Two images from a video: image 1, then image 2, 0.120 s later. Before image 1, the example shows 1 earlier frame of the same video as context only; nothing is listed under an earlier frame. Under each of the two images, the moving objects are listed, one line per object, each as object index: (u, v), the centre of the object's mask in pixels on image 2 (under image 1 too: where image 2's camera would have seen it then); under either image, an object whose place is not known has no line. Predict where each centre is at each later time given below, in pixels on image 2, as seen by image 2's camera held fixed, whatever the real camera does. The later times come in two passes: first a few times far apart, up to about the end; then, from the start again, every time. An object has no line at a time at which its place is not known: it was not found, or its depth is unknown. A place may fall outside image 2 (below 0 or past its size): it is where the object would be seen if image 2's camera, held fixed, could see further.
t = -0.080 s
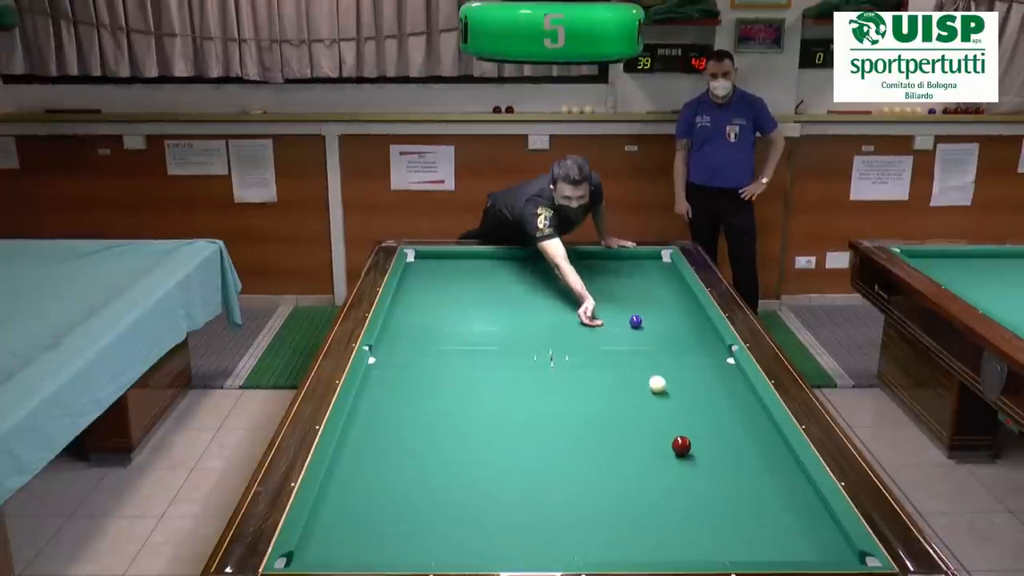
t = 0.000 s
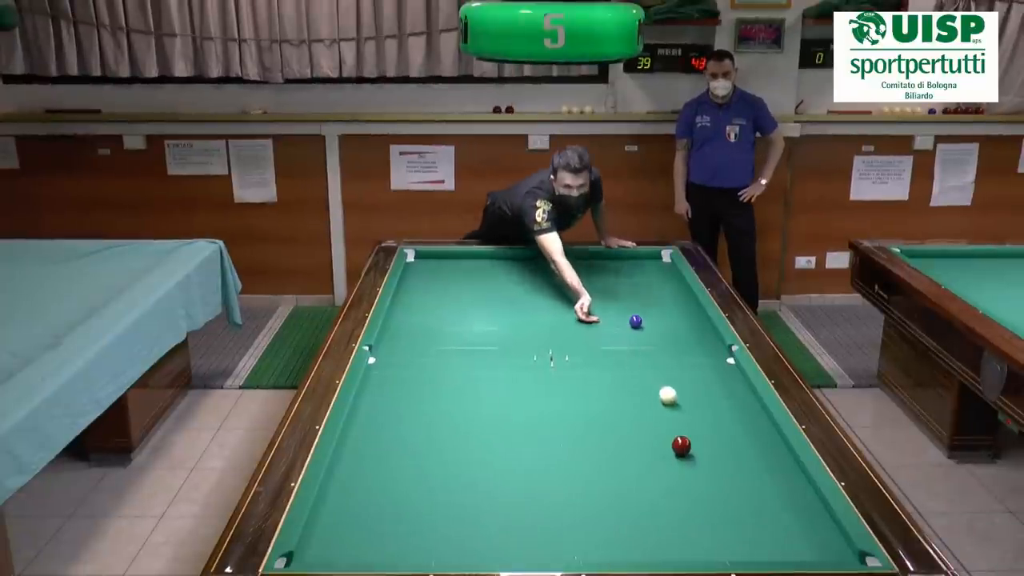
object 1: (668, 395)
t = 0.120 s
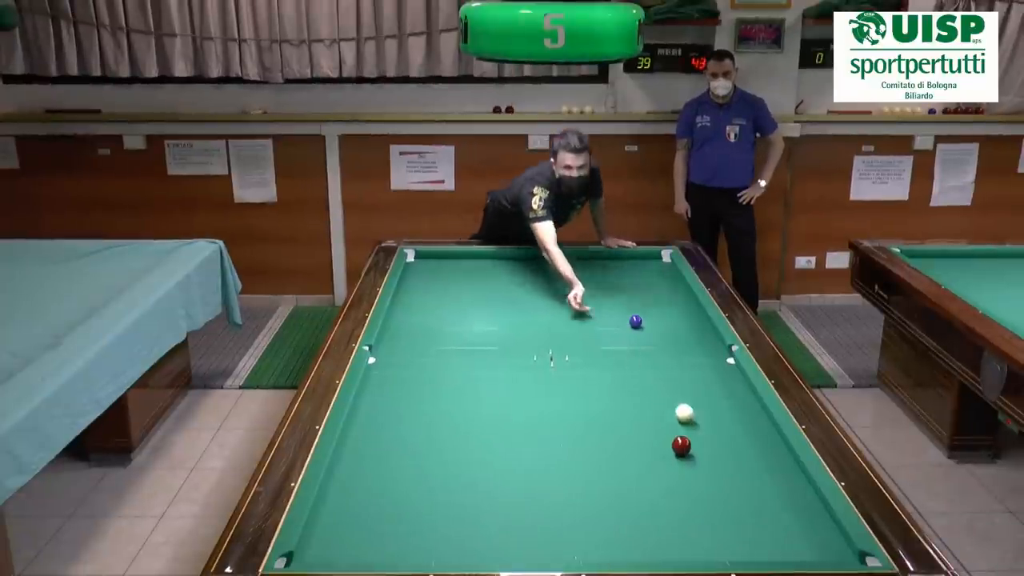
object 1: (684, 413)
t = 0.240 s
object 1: (702, 432)
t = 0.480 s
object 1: (743, 476)
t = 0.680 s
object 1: (782, 518)
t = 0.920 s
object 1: (819, 546)
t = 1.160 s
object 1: (810, 508)
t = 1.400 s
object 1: (794, 478)
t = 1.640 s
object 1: (773, 453)
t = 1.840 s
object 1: (757, 434)
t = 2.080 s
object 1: (740, 414)
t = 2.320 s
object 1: (724, 395)
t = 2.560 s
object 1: (711, 379)
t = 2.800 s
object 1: (698, 364)
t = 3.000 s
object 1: (688, 352)
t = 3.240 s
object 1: (677, 340)
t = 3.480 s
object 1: (667, 328)
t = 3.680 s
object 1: (659, 320)
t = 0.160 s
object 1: (690, 419)
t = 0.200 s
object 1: (696, 425)
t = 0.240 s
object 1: (702, 432)
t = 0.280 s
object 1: (709, 439)
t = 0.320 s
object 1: (715, 446)
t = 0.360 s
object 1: (721, 453)
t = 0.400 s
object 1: (728, 460)
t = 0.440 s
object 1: (736, 468)
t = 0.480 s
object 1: (743, 476)
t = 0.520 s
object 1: (750, 484)
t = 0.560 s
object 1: (758, 492)
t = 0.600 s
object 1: (766, 500)
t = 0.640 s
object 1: (774, 509)
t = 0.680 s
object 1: (782, 518)
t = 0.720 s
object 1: (792, 528)
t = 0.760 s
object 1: (801, 538)
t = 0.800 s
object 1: (811, 548)
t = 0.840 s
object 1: (820, 555)
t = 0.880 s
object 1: (820, 552)
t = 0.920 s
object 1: (819, 546)
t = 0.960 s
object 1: (817, 539)
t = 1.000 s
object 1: (815, 532)
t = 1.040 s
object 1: (814, 525)
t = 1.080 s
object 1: (812, 520)
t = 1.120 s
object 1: (811, 514)
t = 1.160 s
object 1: (810, 508)
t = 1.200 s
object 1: (809, 502)
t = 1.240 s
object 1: (808, 497)
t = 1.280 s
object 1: (806, 492)
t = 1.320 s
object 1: (802, 487)
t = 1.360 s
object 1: (798, 482)
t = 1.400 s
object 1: (794, 478)
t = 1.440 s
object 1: (791, 474)
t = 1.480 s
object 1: (787, 469)
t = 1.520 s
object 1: (783, 465)
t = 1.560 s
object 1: (780, 461)
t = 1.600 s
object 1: (777, 457)
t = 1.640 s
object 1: (773, 453)
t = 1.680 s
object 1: (770, 449)
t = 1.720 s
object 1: (767, 445)
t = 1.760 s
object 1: (764, 441)
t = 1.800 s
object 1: (761, 437)
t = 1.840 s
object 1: (757, 434)
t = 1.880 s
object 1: (755, 430)
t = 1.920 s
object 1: (752, 427)
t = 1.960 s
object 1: (749, 424)
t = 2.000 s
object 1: (746, 420)
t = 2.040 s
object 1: (743, 417)
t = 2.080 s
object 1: (740, 414)
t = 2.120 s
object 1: (737, 410)
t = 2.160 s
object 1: (735, 407)
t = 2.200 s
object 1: (732, 404)
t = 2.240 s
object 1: (730, 401)
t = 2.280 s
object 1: (727, 398)
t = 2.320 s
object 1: (724, 395)
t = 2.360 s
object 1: (722, 392)
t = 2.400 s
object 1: (720, 390)
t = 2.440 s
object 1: (717, 387)
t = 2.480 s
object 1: (715, 384)
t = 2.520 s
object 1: (713, 382)
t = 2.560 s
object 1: (711, 379)
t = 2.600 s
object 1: (708, 376)
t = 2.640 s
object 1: (706, 374)
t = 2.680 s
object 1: (704, 371)
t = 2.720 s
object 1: (702, 368)
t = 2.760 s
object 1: (700, 366)
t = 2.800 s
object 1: (698, 364)
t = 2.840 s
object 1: (696, 361)
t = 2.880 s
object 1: (694, 359)
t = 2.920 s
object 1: (692, 357)
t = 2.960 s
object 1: (690, 355)
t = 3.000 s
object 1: (688, 352)
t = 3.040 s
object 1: (686, 350)
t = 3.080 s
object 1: (684, 348)
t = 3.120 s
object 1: (682, 346)
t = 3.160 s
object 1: (681, 344)
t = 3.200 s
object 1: (679, 342)
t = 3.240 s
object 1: (677, 340)
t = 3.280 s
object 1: (675, 338)
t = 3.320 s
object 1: (674, 336)
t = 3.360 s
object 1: (672, 334)
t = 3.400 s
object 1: (670, 332)
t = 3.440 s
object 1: (669, 330)
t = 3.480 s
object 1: (667, 328)
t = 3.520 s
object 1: (665, 327)
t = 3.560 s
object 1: (664, 325)
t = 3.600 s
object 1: (662, 323)
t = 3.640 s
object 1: (661, 321)
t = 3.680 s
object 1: (659, 320)
